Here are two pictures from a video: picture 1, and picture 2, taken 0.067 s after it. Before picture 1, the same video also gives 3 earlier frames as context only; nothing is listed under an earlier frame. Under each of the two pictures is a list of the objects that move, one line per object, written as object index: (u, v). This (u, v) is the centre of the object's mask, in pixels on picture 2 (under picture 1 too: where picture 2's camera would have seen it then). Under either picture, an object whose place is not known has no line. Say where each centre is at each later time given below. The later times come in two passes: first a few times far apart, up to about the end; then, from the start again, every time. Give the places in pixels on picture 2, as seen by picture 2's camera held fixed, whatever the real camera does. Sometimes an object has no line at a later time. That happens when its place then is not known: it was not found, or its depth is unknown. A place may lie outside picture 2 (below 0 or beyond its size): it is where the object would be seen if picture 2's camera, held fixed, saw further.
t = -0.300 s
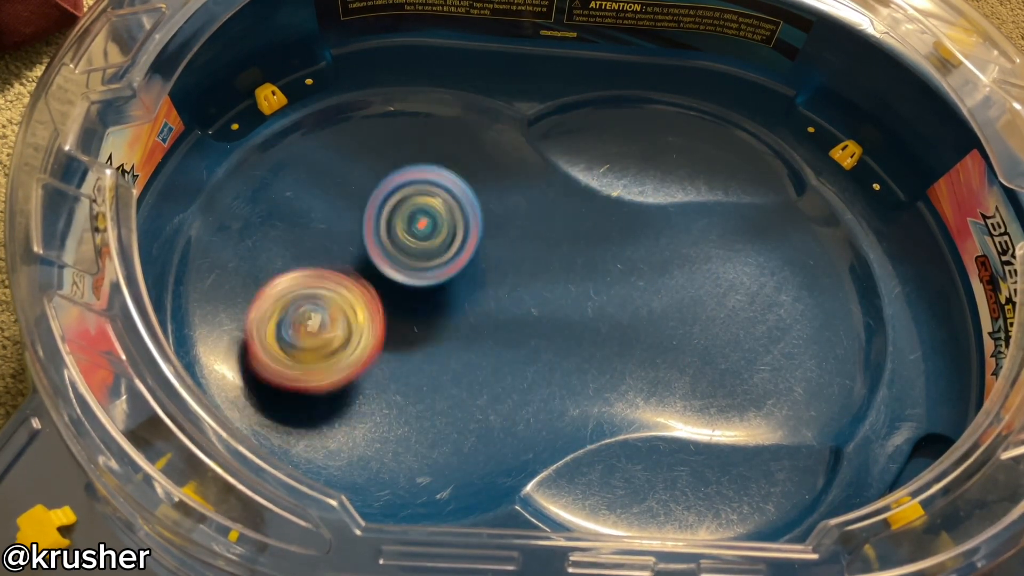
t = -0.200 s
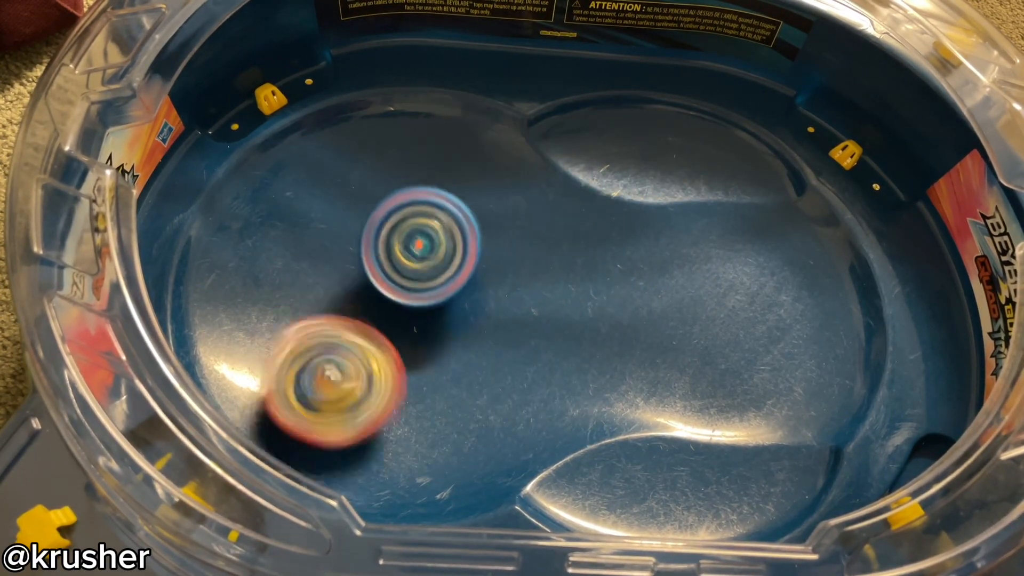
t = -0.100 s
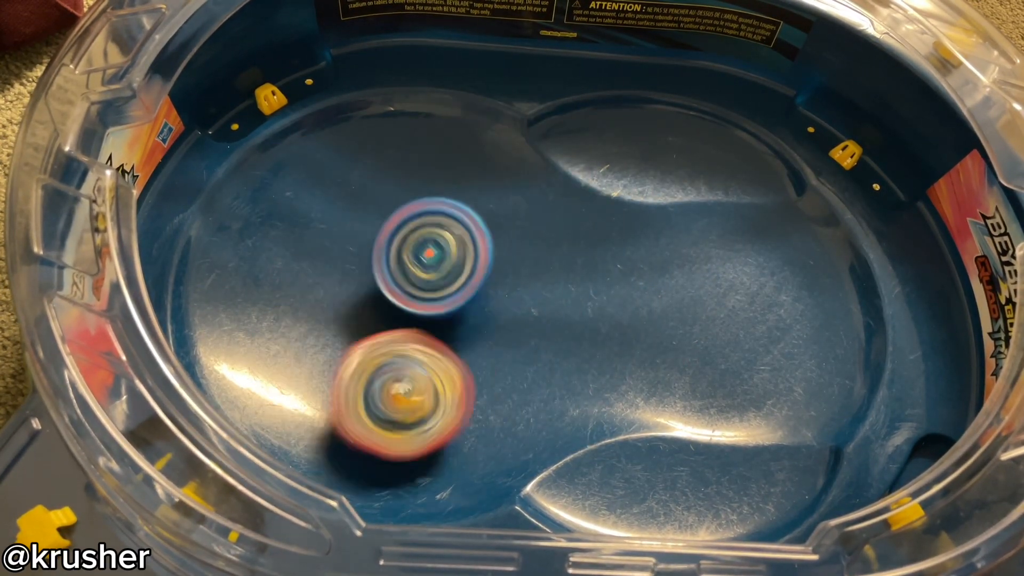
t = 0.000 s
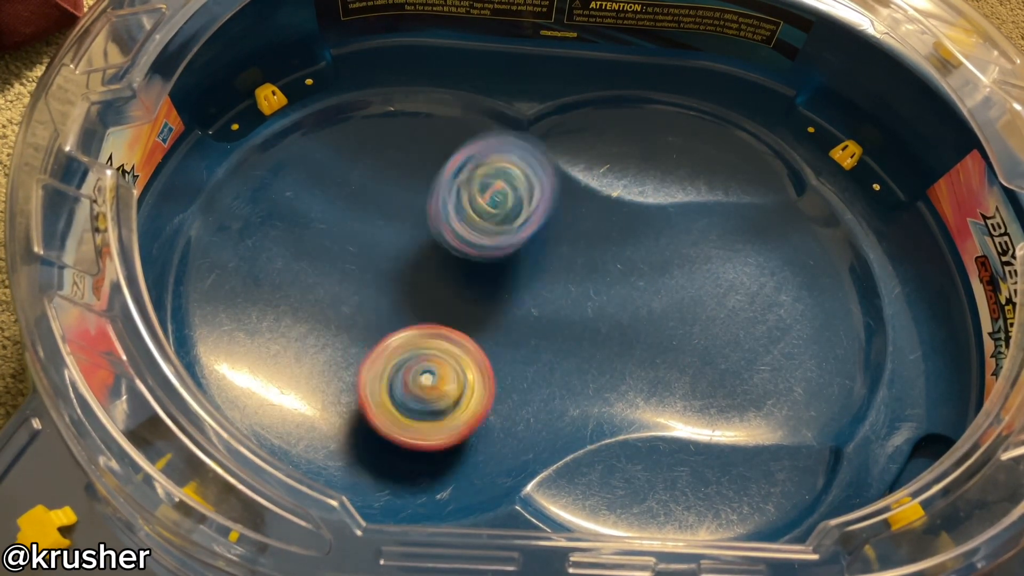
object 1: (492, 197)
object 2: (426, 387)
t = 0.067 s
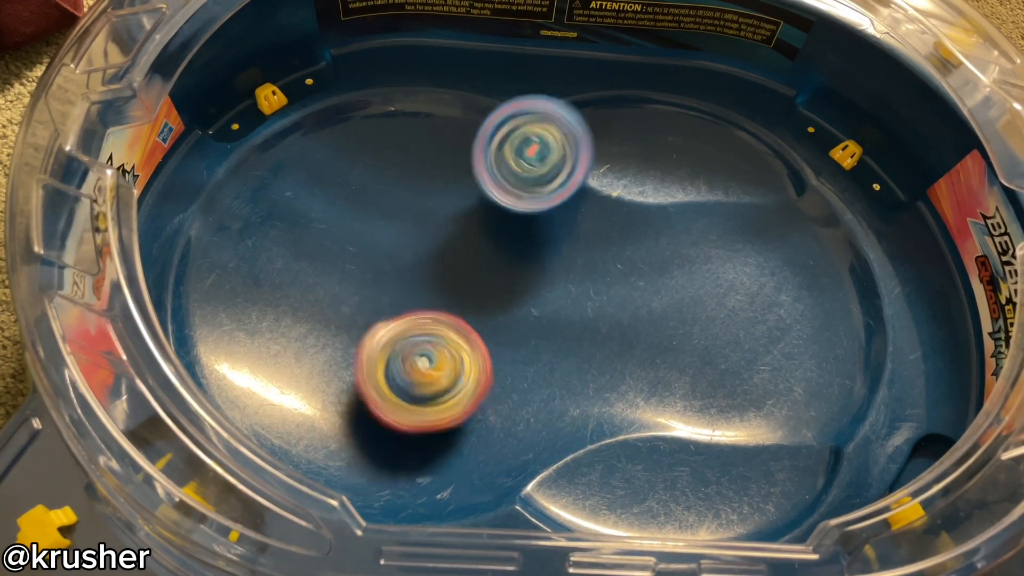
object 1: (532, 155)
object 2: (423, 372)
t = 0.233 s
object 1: (508, 199)
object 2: (378, 310)
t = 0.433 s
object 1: (486, 287)
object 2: (323, 313)
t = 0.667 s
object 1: (535, 365)
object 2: (385, 281)
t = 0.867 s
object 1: (564, 402)
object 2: (383, 212)
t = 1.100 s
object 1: (554, 348)
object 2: (382, 252)
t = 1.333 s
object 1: (518, 391)
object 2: (442, 246)
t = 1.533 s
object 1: (480, 363)
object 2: (454, 239)
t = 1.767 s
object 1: (419, 356)
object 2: (441, 231)
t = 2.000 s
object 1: (368, 370)
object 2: (426, 233)
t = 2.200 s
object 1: (327, 364)
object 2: (428, 262)
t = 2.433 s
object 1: (321, 359)
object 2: (458, 300)
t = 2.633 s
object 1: (279, 289)
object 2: (479, 343)
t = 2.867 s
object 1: (332, 256)
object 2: (489, 369)
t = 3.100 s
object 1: (454, 231)
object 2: (479, 355)
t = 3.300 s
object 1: (490, 209)
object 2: (464, 335)
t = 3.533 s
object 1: (522, 238)
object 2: (435, 318)
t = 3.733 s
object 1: (536, 291)
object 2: (392, 327)
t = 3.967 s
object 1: (493, 359)
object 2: (389, 319)
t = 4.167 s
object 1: (446, 386)
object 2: (394, 307)
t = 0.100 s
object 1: (540, 150)
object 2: (417, 359)
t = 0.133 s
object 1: (538, 155)
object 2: (411, 348)
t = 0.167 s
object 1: (530, 167)
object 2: (401, 334)
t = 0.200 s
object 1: (519, 183)
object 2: (391, 324)
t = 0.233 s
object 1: (508, 199)
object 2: (378, 310)
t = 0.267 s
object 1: (499, 216)
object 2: (364, 302)
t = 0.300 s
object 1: (491, 239)
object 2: (352, 296)
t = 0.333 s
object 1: (485, 254)
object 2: (338, 294)
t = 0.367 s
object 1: (484, 267)
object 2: (329, 297)
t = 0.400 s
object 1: (483, 278)
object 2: (322, 303)
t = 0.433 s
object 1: (486, 287)
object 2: (323, 313)
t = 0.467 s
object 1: (488, 296)
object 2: (329, 320)
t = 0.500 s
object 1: (491, 305)
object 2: (341, 327)
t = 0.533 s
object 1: (492, 316)
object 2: (355, 325)
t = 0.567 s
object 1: (498, 327)
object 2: (369, 318)
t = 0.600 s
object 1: (515, 341)
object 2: (372, 307)
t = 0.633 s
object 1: (528, 354)
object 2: (381, 294)
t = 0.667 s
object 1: (535, 365)
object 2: (385, 281)
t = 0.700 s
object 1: (541, 377)
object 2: (390, 265)
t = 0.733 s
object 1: (546, 387)
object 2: (390, 254)
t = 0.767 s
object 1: (552, 395)
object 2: (391, 239)
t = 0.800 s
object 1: (557, 400)
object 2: (389, 230)
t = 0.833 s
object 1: (561, 399)
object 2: (387, 218)
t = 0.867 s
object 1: (564, 402)
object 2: (383, 212)
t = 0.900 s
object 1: (568, 397)
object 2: (378, 208)
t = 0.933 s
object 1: (571, 389)
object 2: (373, 211)
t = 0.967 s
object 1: (572, 381)
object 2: (369, 214)
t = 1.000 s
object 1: (571, 371)
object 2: (369, 222)
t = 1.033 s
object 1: (569, 361)
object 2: (371, 231)
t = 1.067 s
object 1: (563, 354)
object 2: (378, 241)
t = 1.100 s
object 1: (554, 348)
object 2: (382, 252)
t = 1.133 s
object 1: (543, 346)
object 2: (394, 259)
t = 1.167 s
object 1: (530, 344)
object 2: (405, 265)
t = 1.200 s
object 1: (518, 344)
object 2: (415, 266)
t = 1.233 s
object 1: (522, 361)
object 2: (421, 261)
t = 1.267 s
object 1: (525, 376)
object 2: (429, 255)
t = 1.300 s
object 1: (524, 388)
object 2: (439, 249)
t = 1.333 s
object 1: (518, 391)
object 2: (442, 246)
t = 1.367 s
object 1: (512, 389)
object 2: (449, 242)
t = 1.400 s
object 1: (507, 385)
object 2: (454, 240)
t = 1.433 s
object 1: (501, 380)
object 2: (455, 236)
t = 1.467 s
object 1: (495, 374)
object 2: (455, 239)
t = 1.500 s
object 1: (488, 369)
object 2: (454, 239)
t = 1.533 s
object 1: (480, 363)
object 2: (454, 239)
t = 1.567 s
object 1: (471, 359)
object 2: (453, 240)
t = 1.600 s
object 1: (461, 367)
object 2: (453, 233)
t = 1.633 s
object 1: (451, 369)
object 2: (451, 228)
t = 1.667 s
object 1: (443, 366)
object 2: (449, 229)
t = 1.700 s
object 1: (437, 362)
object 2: (448, 227)
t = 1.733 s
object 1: (429, 356)
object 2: (444, 231)
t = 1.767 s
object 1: (419, 356)
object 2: (441, 231)
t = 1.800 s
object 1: (404, 369)
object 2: (442, 223)
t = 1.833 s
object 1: (391, 378)
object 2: (441, 224)
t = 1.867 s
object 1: (381, 381)
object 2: (438, 222)
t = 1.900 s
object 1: (376, 380)
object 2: (434, 223)
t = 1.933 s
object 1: (373, 377)
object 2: (432, 227)
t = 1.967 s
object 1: (370, 374)
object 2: (427, 229)
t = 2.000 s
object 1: (368, 370)
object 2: (426, 233)
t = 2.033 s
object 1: (367, 364)
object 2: (423, 240)
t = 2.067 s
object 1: (365, 359)
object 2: (420, 247)
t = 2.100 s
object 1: (354, 362)
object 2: (421, 249)
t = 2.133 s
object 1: (348, 362)
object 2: (423, 255)
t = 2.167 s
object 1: (346, 359)
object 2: (421, 259)
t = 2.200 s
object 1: (327, 364)
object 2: (428, 262)
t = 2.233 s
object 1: (308, 370)
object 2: (435, 265)
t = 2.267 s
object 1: (298, 372)
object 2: (443, 272)
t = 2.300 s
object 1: (297, 372)
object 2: (448, 280)
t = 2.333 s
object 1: (300, 371)
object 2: (447, 284)
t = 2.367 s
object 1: (305, 369)
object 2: (450, 286)
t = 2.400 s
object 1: (313, 364)
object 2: (457, 290)
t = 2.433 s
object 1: (321, 359)
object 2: (458, 300)
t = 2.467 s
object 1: (330, 352)
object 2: (455, 305)
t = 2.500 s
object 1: (329, 344)
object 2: (456, 307)
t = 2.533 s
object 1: (329, 337)
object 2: (460, 309)
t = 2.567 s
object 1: (326, 329)
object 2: (462, 319)
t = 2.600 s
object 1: (300, 306)
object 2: (470, 332)
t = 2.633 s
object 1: (279, 289)
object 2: (479, 343)
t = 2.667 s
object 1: (270, 276)
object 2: (484, 351)
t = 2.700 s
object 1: (270, 268)
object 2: (484, 359)
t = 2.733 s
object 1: (275, 263)
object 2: (487, 363)
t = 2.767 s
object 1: (285, 260)
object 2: (488, 366)
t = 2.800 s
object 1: (298, 257)
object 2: (488, 367)
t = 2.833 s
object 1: (315, 256)
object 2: (490, 369)
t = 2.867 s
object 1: (332, 256)
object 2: (489, 369)
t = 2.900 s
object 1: (351, 257)
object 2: (489, 369)
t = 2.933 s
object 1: (368, 259)
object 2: (489, 369)
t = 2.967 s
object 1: (386, 260)
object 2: (487, 367)
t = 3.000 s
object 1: (404, 259)
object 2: (486, 363)
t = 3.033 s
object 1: (422, 254)
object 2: (483, 358)
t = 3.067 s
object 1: (440, 245)
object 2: (482, 352)
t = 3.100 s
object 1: (454, 231)
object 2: (479, 355)
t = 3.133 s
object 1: (467, 220)
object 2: (472, 355)
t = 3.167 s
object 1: (475, 214)
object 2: (466, 350)
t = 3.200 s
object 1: (480, 211)
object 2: (462, 343)
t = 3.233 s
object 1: (484, 209)
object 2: (463, 338)
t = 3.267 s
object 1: (487, 209)
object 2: (463, 336)
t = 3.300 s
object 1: (490, 209)
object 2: (464, 335)
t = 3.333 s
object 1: (492, 212)
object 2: (463, 335)
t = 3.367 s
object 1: (495, 215)
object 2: (460, 335)
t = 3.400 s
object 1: (498, 220)
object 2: (457, 333)
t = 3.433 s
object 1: (500, 226)
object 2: (454, 328)
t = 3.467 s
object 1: (505, 231)
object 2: (450, 324)
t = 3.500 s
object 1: (513, 234)
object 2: (445, 322)
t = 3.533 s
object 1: (522, 238)
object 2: (435, 318)
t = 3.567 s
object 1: (531, 244)
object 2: (423, 315)
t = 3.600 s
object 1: (535, 251)
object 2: (413, 314)
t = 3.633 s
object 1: (537, 260)
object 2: (403, 315)
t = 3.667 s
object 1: (538, 270)
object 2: (397, 319)
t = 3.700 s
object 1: (537, 280)
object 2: (394, 324)
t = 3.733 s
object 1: (536, 291)
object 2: (392, 327)
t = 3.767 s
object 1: (533, 302)
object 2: (393, 328)
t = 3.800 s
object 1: (528, 314)
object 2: (393, 328)
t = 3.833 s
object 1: (520, 326)
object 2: (393, 327)
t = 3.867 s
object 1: (512, 336)
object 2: (393, 325)
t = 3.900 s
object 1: (503, 344)
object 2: (391, 322)
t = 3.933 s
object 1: (498, 353)
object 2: (390, 320)
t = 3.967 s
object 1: (493, 359)
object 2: (389, 319)
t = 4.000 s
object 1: (488, 366)
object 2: (388, 317)
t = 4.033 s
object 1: (483, 371)
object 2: (388, 316)
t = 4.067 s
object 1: (476, 375)
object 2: (388, 315)
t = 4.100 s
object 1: (469, 379)
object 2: (389, 313)
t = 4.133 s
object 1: (459, 383)
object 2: (391, 310)
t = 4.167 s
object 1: (446, 386)
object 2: (394, 307)
